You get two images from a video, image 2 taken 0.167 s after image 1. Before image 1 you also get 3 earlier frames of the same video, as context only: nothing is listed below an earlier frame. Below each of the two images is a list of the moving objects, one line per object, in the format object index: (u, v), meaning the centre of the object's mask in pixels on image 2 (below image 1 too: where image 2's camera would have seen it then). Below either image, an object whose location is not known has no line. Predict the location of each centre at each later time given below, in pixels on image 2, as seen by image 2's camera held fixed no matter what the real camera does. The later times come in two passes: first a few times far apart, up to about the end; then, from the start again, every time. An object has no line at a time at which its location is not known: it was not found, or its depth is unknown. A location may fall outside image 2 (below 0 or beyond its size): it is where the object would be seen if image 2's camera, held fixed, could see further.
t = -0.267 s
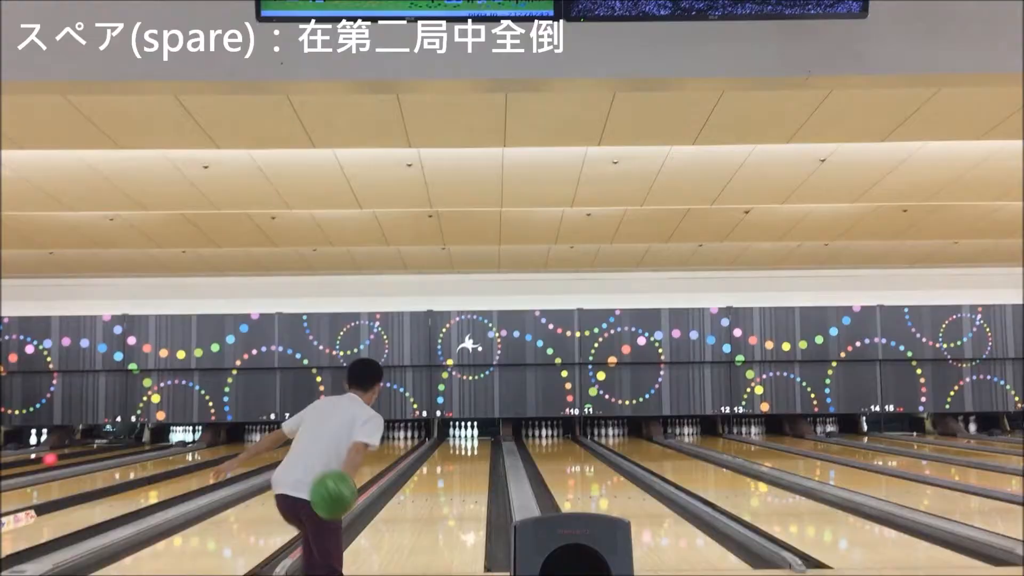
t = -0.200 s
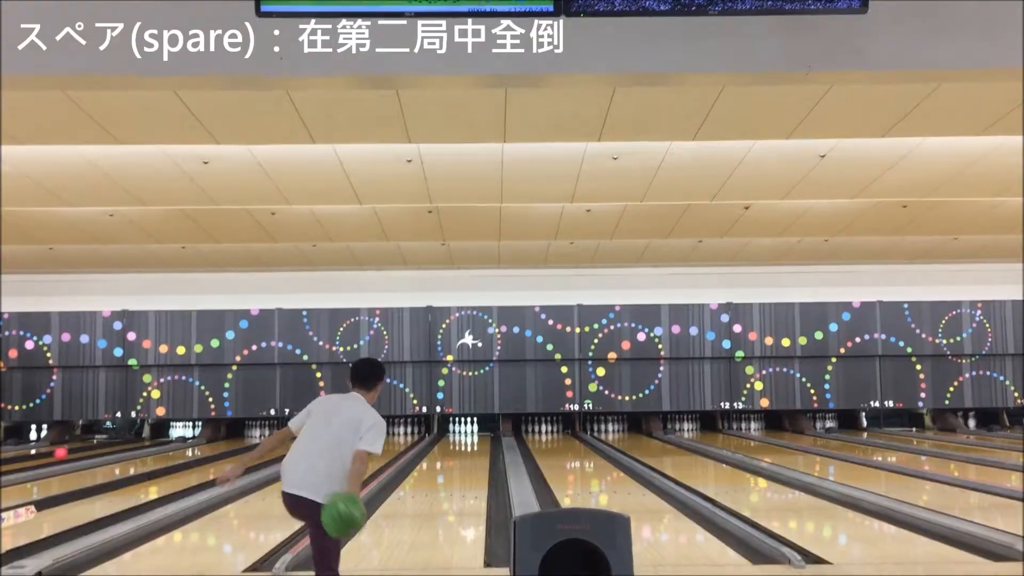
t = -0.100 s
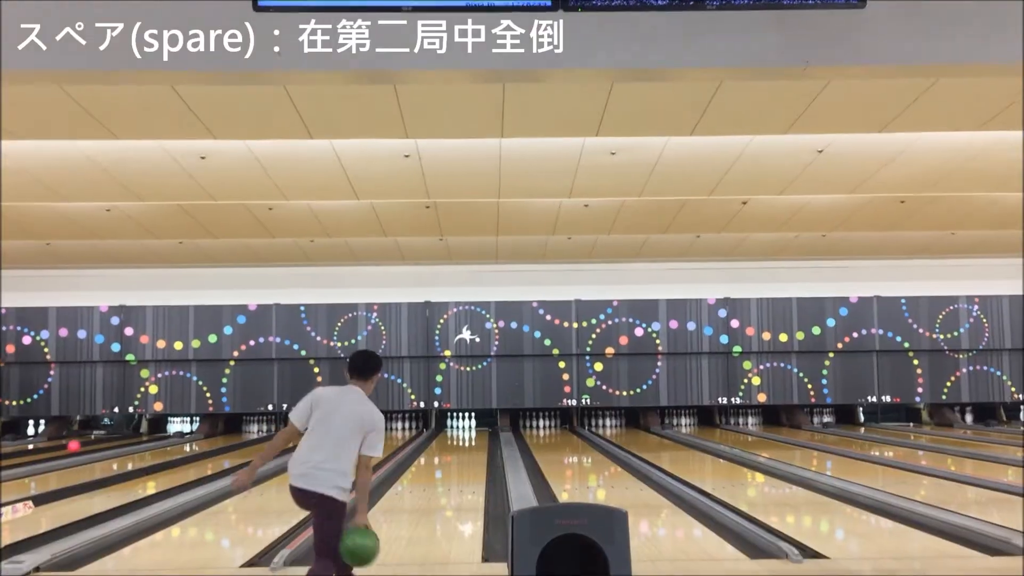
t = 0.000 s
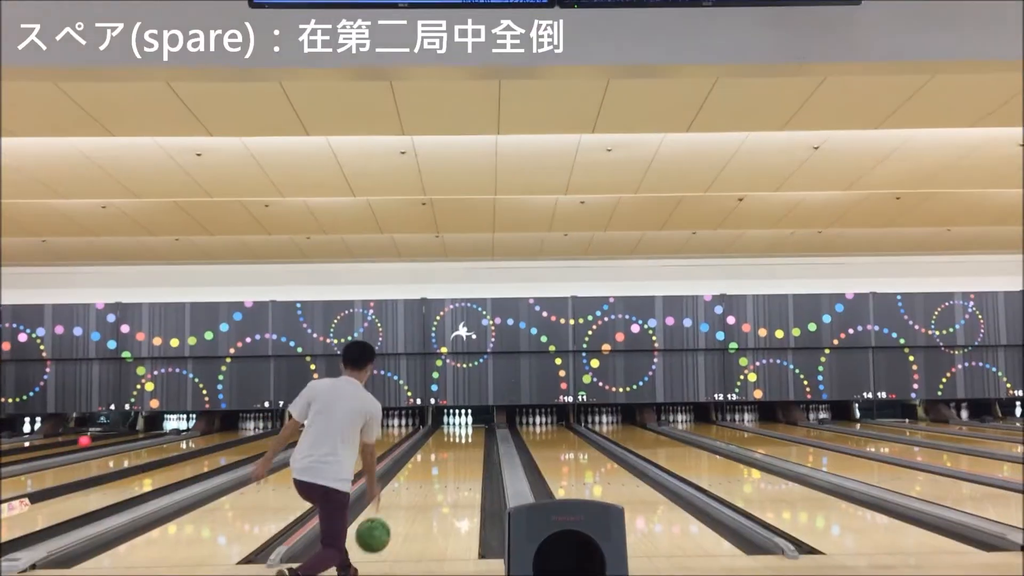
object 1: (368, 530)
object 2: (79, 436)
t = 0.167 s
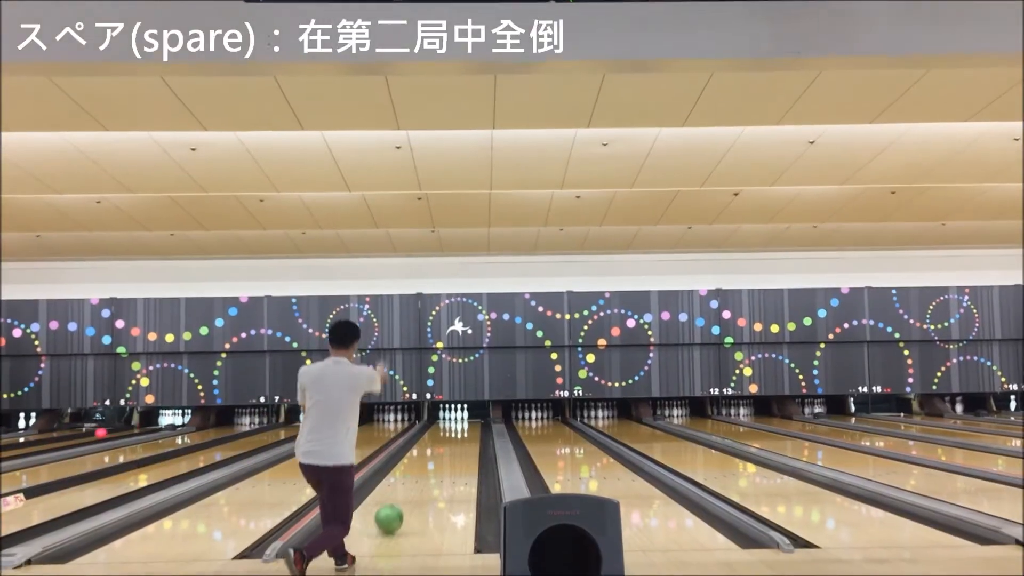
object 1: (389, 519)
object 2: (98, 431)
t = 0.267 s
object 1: (398, 506)
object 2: (112, 431)
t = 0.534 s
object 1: (415, 479)
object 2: (139, 426)
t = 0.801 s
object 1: (427, 461)
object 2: (160, 423)
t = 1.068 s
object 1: (435, 449)
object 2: (163, 421)
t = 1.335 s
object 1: (442, 438)
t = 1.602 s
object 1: (446, 431)
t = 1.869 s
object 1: (451, 425)
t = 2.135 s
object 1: (454, 421)
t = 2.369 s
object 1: (457, 417)
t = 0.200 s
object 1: (392, 514)
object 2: (104, 432)
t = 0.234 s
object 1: (395, 510)
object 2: (108, 431)
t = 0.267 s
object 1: (398, 506)
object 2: (112, 431)
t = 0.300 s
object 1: (401, 502)
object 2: (116, 430)
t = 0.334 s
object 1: (403, 498)
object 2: (120, 430)
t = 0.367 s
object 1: (405, 494)
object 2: (122, 429)
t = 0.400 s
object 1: (408, 491)
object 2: (126, 429)
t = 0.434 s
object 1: (410, 487)
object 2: (130, 428)
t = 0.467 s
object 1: (412, 484)
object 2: (132, 427)
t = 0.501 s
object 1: (414, 481)
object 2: (136, 427)
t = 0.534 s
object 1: (415, 479)
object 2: (139, 426)
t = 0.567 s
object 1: (417, 476)
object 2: (141, 426)
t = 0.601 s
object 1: (419, 474)
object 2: (145, 425)
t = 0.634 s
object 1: (420, 471)
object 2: (148, 425)
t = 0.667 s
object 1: (421, 469)
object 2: (150, 424)
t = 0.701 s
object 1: (423, 467)
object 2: (152, 424)
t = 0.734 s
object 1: (424, 465)
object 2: (155, 424)
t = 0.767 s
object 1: (426, 463)
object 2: (157, 423)
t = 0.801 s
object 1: (427, 461)
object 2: (160, 423)
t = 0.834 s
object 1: (428, 460)
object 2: (162, 422)
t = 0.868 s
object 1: (429, 458)
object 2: (163, 422)
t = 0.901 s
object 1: (431, 456)
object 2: (162, 421)
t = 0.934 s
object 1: (432, 454)
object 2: (163, 421)
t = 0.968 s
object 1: (432, 453)
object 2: (163, 421)
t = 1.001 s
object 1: (434, 451)
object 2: (164, 421)
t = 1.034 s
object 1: (434, 450)
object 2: (163, 421)
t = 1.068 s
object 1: (435, 449)
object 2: (163, 421)
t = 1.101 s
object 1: (436, 447)
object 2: (163, 421)
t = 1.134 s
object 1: (437, 446)
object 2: (163, 421)
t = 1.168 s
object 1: (438, 444)
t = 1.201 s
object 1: (438, 443)
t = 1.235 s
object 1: (439, 442)
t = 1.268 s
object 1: (440, 440)
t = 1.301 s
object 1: (441, 439)
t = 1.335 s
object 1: (442, 438)
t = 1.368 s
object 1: (443, 437)
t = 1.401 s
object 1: (443, 436)
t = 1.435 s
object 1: (444, 435)
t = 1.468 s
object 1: (444, 434)
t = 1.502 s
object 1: (445, 434)
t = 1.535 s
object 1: (446, 433)
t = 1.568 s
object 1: (446, 432)
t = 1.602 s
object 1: (446, 431)
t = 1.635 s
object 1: (447, 430)
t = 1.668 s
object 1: (448, 429)
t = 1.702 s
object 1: (448, 429)
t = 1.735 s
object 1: (448, 428)
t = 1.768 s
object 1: (449, 427)
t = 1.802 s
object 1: (449, 427)
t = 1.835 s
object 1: (450, 426)
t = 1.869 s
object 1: (451, 425)
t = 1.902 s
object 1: (451, 425)
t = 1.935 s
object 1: (452, 424)
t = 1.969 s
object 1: (452, 423)
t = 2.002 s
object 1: (452, 422)
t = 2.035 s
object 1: (453, 422)
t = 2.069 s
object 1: (453, 422)
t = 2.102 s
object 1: (454, 421)
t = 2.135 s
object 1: (454, 421)
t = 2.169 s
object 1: (454, 420)
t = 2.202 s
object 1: (455, 419)
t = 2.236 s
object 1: (456, 419)
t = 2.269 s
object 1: (456, 418)
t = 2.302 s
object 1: (456, 418)
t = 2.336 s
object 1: (457, 417)
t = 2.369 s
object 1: (457, 417)
